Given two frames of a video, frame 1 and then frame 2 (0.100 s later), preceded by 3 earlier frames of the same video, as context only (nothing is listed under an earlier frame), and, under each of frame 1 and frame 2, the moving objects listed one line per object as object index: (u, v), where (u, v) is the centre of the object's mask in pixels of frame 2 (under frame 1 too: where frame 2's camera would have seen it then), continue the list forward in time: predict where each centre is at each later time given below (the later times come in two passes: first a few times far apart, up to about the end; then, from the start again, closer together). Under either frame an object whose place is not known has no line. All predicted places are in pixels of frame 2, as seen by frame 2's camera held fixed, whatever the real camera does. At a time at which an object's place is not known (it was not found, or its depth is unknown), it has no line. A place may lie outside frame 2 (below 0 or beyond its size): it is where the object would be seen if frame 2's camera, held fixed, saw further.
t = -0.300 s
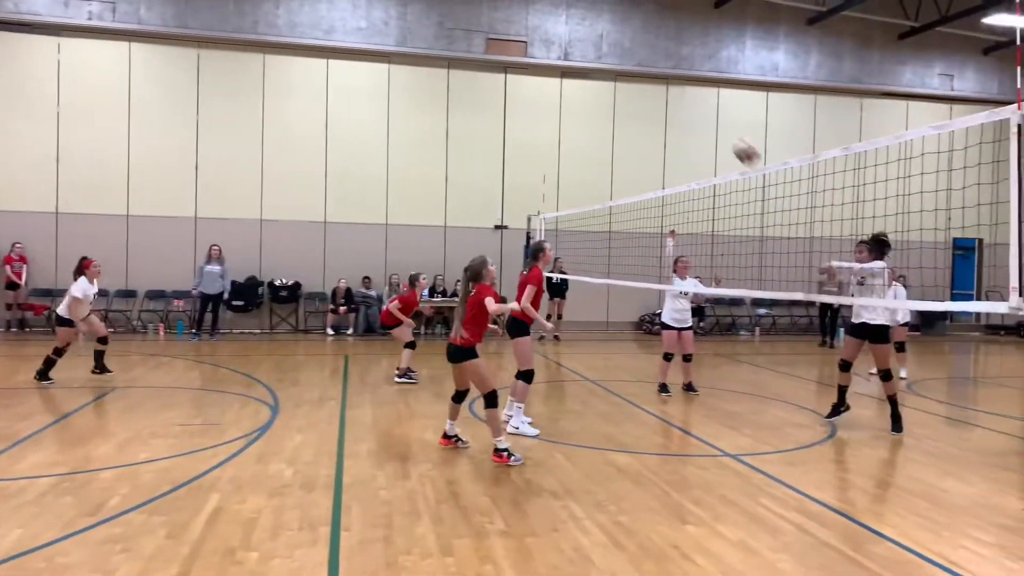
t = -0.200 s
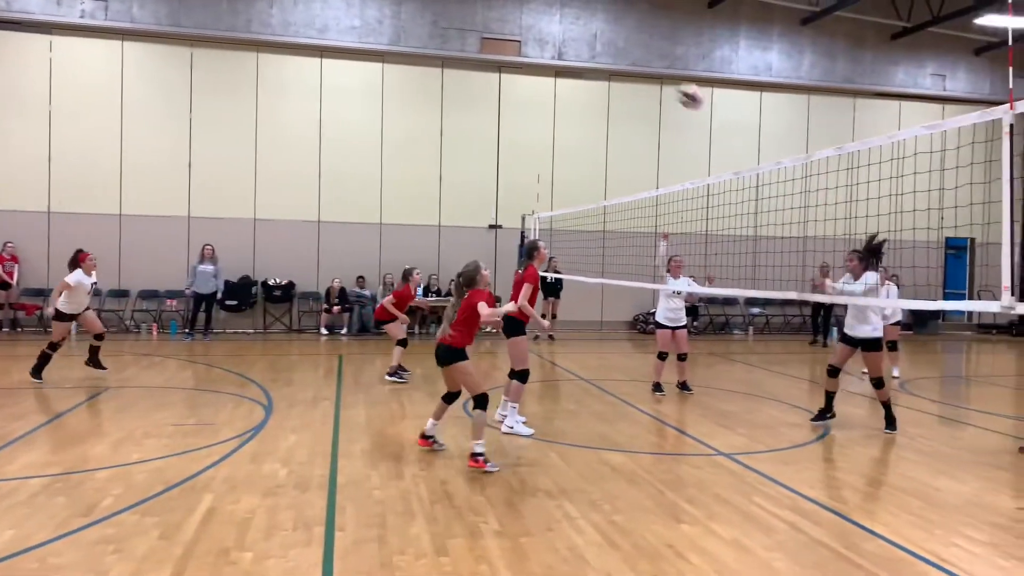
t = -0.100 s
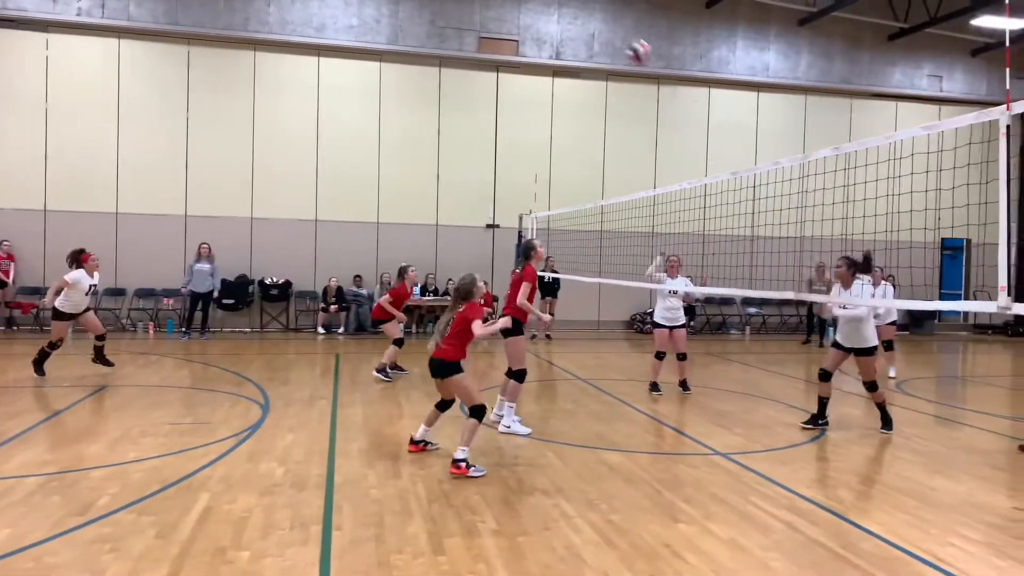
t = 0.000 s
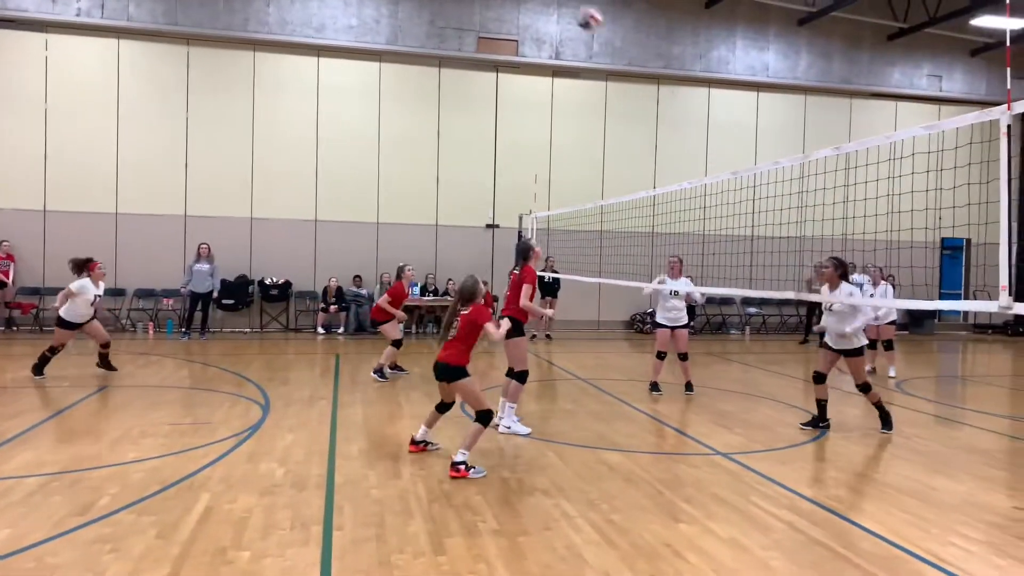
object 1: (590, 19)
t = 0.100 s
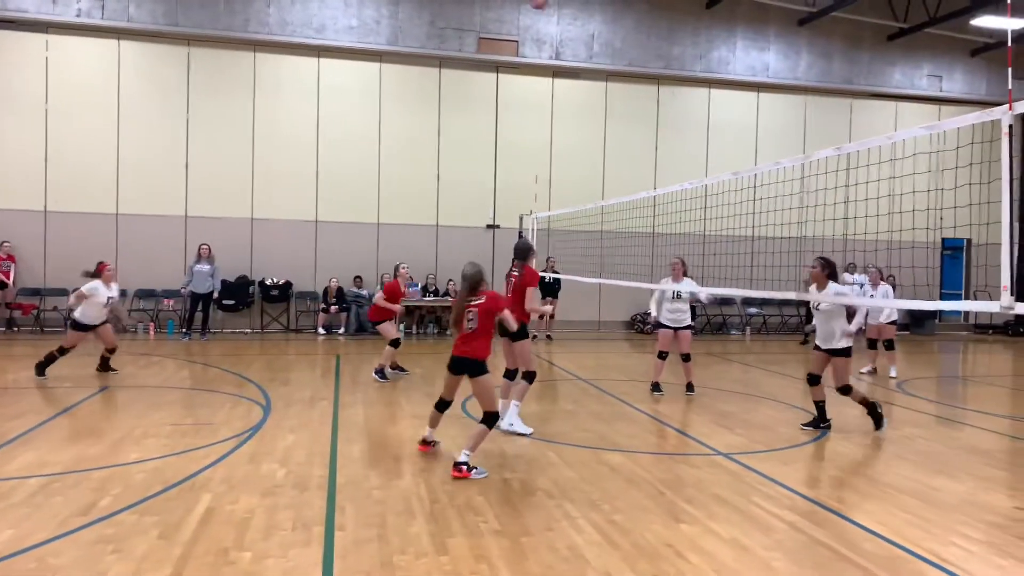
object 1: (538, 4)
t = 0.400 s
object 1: (393, 3)
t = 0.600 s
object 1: (297, 55)
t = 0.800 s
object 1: (207, 151)
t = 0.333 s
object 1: (424, -1)
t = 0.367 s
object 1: (409, 1)
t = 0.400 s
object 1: (393, 3)
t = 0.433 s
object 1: (377, 6)
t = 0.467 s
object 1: (361, 12)
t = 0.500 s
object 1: (345, 22)
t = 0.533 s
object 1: (329, 32)
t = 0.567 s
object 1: (312, 41)
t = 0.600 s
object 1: (297, 55)
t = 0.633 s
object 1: (282, 70)
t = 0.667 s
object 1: (266, 84)
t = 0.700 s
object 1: (251, 99)
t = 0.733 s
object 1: (236, 114)
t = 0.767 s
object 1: (221, 134)
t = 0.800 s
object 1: (207, 151)
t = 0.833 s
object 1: (191, 173)
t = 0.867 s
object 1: (176, 193)
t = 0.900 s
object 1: (161, 215)
